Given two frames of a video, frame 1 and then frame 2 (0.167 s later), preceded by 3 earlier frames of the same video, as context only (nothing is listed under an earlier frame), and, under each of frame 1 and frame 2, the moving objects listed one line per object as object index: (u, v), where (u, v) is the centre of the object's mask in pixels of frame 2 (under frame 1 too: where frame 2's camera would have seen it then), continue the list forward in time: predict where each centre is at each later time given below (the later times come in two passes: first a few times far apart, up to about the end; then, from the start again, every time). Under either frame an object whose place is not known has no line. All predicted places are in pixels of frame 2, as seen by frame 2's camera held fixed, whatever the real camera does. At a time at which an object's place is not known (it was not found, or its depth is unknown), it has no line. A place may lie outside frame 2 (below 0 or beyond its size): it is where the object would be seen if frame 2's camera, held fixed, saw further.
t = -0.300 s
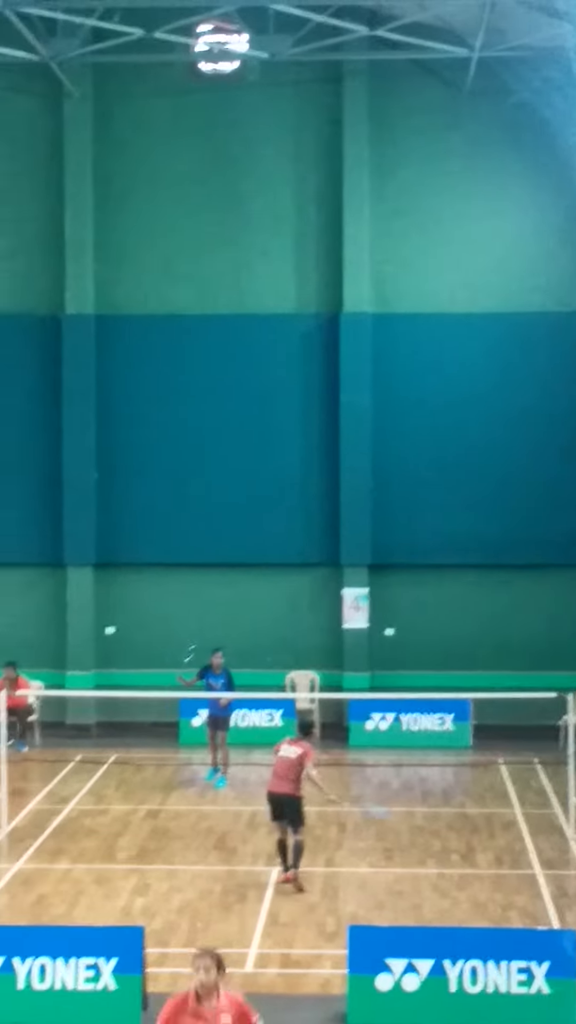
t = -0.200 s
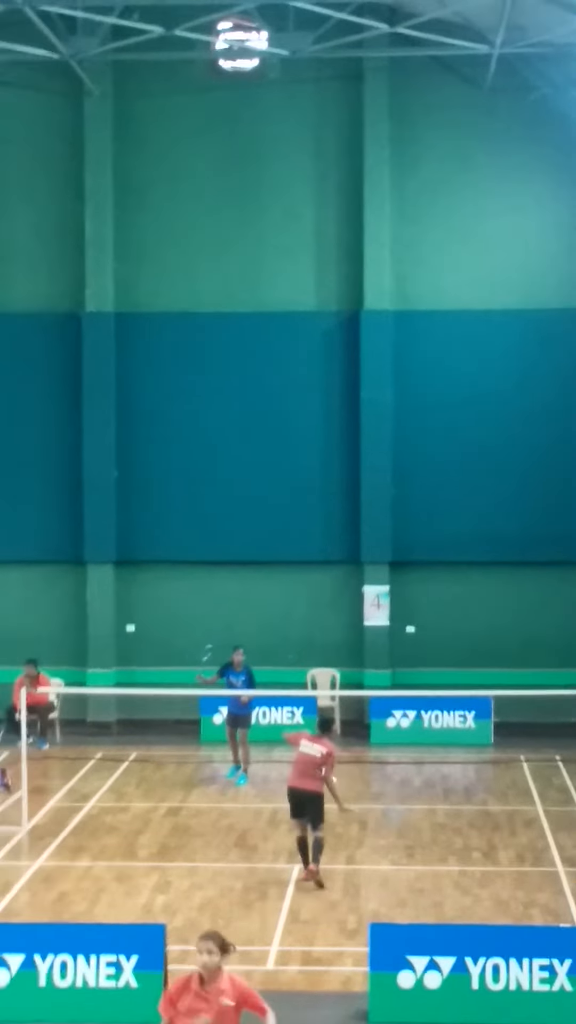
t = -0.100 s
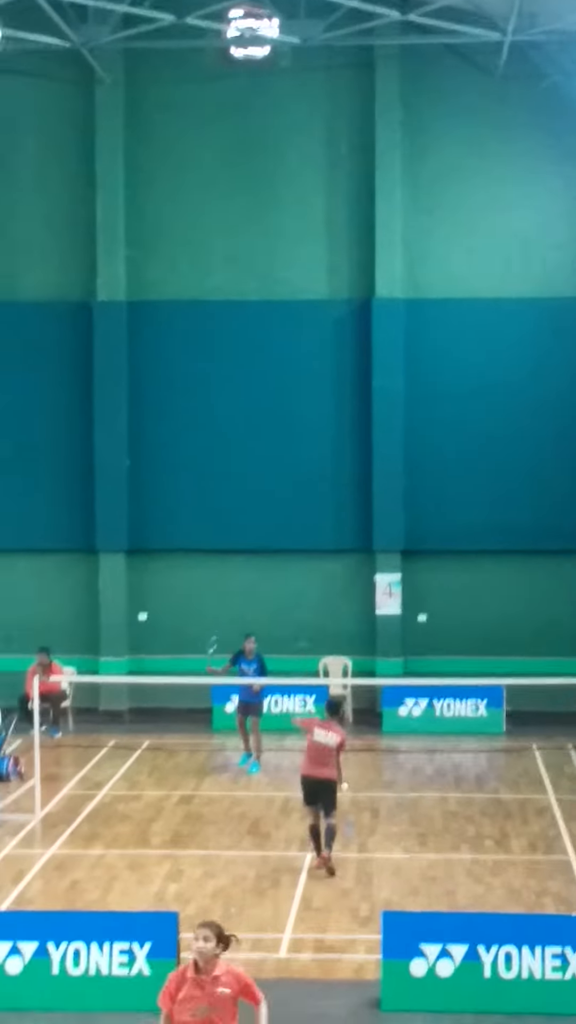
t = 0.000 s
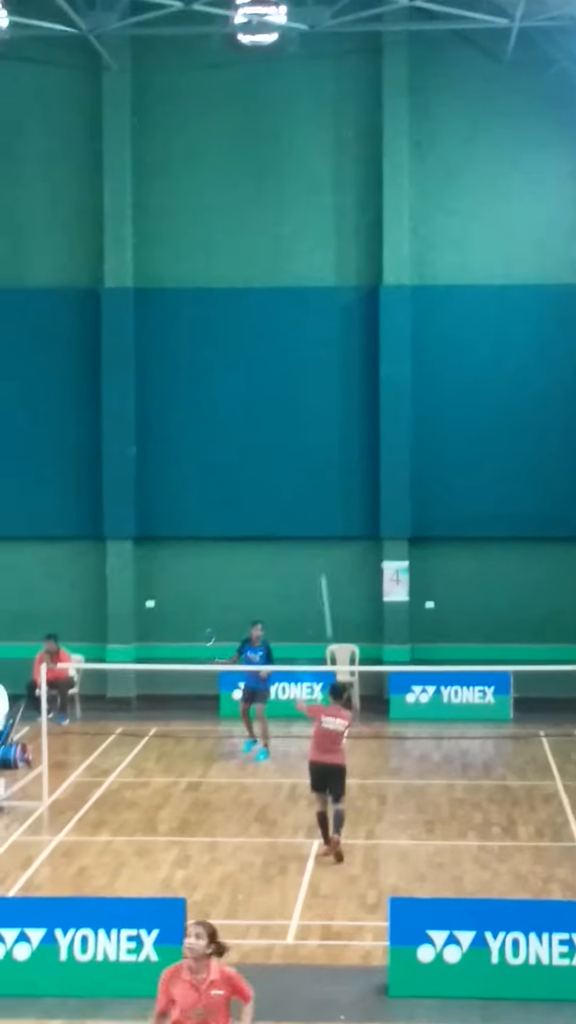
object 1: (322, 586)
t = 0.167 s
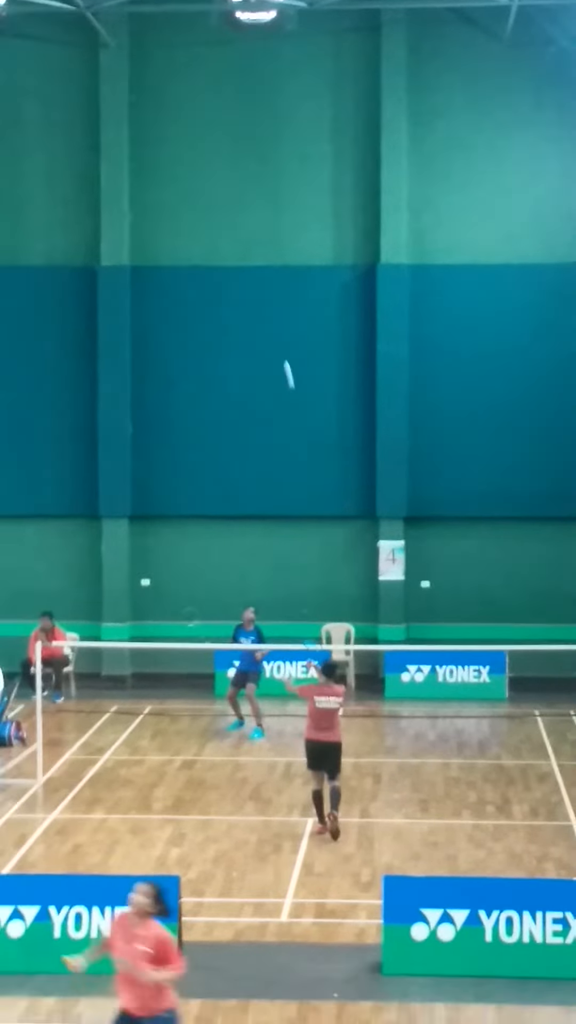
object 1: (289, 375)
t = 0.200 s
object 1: (284, 349)
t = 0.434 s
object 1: (264, 238)
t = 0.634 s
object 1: (253, 203)
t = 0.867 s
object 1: (244, 206)
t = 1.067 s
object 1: (242, 240)
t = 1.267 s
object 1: (241, 299)
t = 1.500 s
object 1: (241, 385)
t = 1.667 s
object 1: (242, 453)
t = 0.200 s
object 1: (284, 349)
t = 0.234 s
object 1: (281, 326)
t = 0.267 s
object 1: (277, 307)
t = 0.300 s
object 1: (274, 289)
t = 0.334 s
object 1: (271, 273)
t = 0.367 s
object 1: (268, 260)
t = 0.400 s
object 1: (266, 249)
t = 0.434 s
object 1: (264, 238)
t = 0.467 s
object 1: (261, 229)
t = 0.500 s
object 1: (259, 222)
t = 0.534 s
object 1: (257, 215)
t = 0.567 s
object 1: (256, 210)
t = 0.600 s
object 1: (254, 206)
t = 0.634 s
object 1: (253, 203)
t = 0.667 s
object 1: (251, 201)
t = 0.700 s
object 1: (250, 200)
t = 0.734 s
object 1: (248, 199)
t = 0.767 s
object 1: (247, 200)
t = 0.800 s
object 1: (246, 201)
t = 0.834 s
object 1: (245, 203)
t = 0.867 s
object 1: (244, 206)
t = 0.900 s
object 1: (244, 210)
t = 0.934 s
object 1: (243, 214)
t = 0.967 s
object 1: (242, 220)
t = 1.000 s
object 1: (242, 226)
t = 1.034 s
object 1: (242, 233)
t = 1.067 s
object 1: (242, 240)
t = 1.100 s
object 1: (241, 249)
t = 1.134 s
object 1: (241, 258)
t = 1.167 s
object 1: (241, 267)
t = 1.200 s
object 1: (241, 277)
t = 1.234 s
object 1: (241, 288)
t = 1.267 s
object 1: (241, 299)
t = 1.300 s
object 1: (241, 310)
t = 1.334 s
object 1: (241, 321)
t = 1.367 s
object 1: (241, 333)
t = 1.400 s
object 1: (241, 345)
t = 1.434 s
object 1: (241, 358)
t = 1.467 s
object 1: (241, 371)
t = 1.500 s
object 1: (241, 385)
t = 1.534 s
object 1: (241, 398)
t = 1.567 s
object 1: (241, 412)
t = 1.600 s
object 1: (241, 425)
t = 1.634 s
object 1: (242, 439)
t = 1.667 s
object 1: (242, 453)
